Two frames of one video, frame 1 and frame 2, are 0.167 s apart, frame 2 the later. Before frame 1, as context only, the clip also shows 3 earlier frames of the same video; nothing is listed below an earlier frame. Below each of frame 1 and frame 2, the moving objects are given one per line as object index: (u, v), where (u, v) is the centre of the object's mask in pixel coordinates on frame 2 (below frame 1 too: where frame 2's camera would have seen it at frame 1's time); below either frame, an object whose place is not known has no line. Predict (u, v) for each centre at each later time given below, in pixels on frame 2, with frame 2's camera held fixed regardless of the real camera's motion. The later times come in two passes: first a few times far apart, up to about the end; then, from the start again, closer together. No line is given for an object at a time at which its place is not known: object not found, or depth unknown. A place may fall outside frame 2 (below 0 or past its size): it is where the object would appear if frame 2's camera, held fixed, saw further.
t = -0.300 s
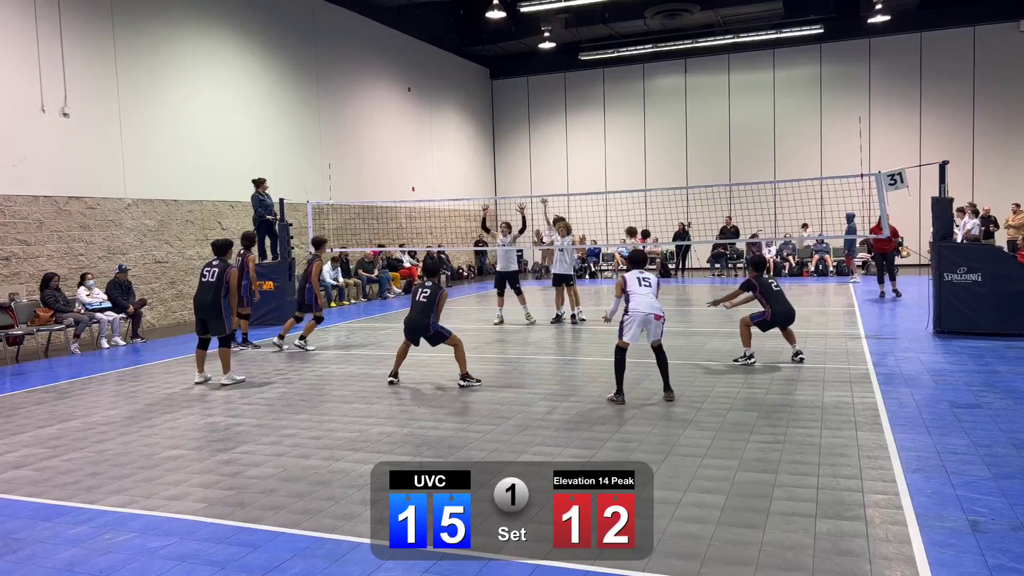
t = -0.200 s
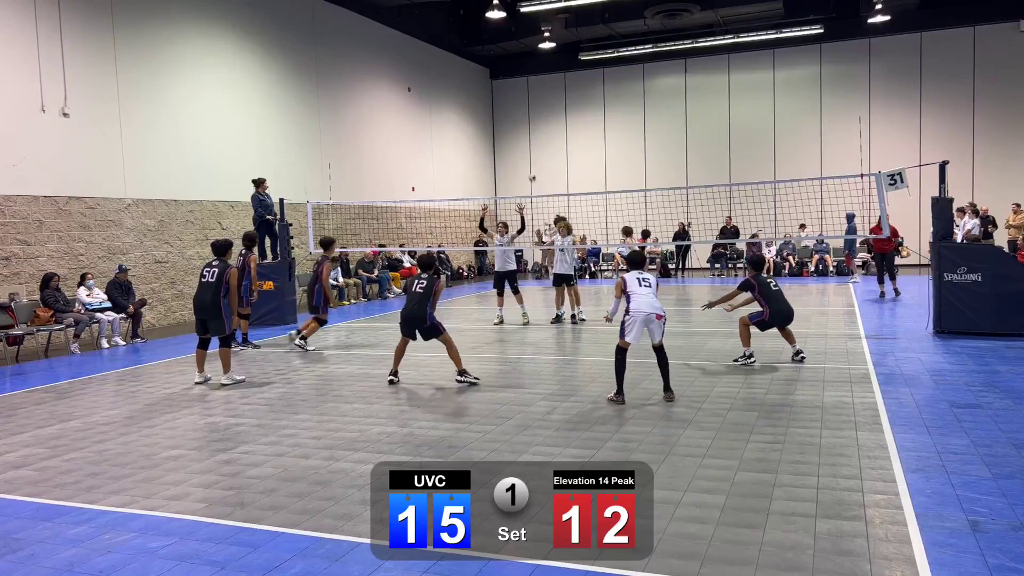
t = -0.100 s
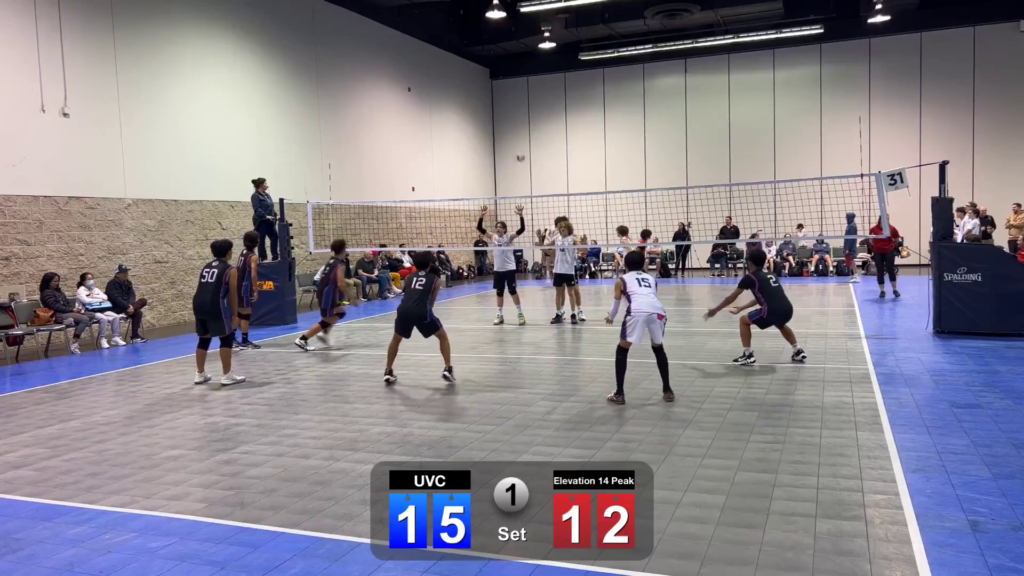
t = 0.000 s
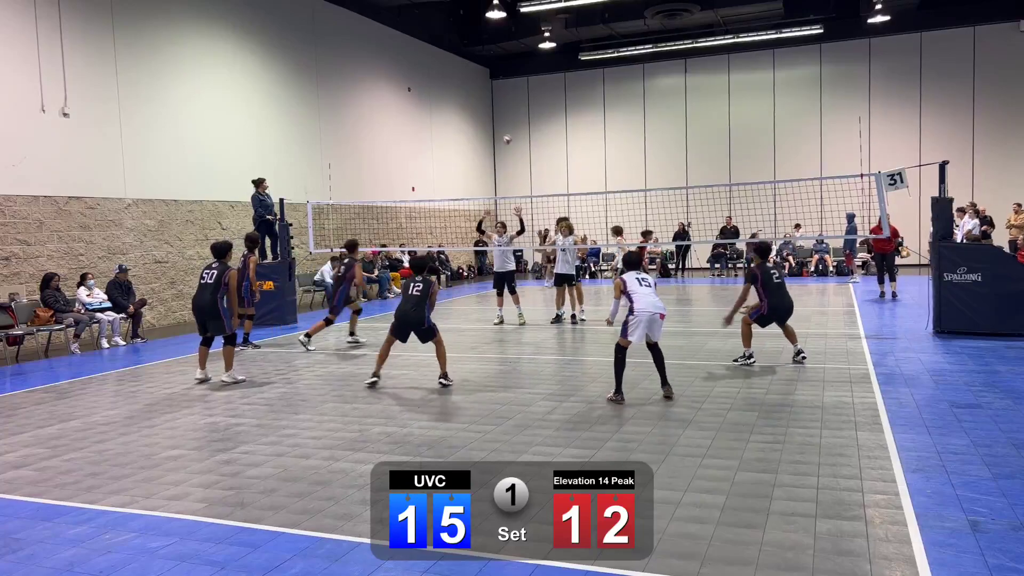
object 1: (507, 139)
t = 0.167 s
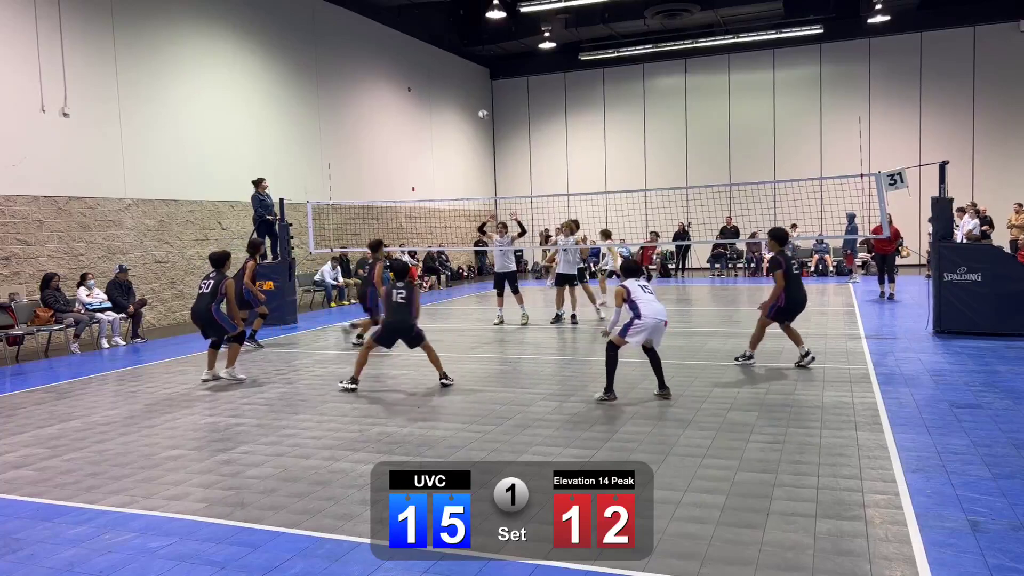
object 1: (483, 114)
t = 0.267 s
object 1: (466, 103)
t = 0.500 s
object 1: (419, 90)
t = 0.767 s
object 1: (335, 108)
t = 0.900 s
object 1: (277, 145)
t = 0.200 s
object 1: (477, 111)
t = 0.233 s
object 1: (472, 107)
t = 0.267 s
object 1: (466, 103)
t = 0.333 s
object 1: (455, 97)
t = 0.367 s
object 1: (448, 95)
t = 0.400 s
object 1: (441, 92)
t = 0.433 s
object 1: (434, 91)
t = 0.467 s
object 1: (427, 90)
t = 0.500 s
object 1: (419, 90)
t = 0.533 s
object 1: (410, 89)
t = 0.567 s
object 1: (402, 90)
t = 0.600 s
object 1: (392, 91)
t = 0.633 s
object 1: (381, 93)
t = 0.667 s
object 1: (370, 95)
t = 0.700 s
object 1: (359, 99)
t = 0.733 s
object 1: (347, 103)
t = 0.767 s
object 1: (335, 108)
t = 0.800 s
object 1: (322, 115)
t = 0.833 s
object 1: (308, 123)
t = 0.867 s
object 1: (293, 133)
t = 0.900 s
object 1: (277, 145)
